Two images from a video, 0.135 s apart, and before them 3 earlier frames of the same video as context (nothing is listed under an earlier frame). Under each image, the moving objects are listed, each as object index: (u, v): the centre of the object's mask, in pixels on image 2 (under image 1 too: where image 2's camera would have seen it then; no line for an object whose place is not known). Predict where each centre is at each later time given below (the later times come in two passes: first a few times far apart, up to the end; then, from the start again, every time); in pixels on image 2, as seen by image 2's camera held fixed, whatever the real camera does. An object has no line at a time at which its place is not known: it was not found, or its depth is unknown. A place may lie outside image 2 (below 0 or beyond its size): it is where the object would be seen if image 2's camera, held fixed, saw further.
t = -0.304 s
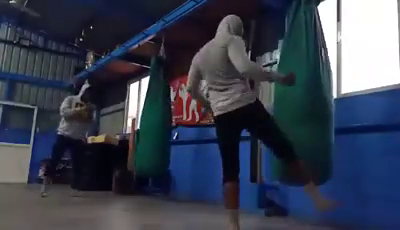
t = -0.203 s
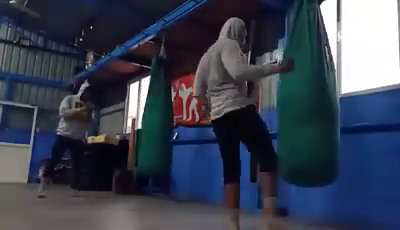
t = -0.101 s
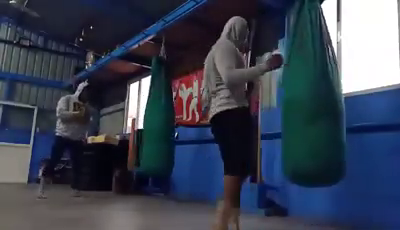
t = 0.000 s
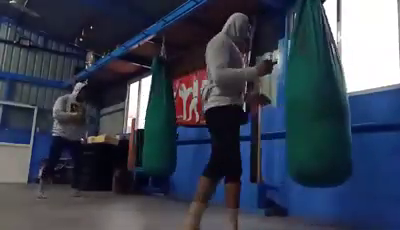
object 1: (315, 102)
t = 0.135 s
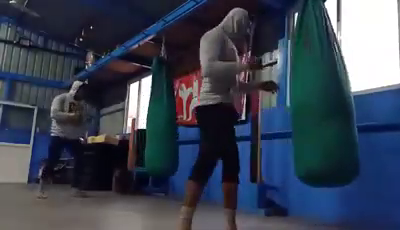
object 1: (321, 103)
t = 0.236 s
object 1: (324, 103)
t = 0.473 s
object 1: (326, 103)
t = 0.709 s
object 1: (322, 102)
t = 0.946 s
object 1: (313, 102)
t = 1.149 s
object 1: (304, 102)
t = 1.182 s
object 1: (303, 101)
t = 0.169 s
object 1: (322, 103)
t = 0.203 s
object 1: (323, 103)
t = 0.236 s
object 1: (324, 103)
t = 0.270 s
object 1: (325, 103)
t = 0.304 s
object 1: (325, 103)
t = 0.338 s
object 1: (326, 103)
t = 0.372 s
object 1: (326, 103)
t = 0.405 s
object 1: (326, 103)
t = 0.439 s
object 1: (326, 103)
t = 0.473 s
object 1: (326, 103)
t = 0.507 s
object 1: (326, 103)
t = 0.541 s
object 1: (326, 103)
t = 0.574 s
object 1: (325, 103)
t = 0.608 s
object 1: (325, 103)
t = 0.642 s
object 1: (324, 102)
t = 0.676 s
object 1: (323, 102)
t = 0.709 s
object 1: (322, 102)
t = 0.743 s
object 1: (321, 102)
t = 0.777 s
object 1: (320, 103)
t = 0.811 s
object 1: (318, 103)
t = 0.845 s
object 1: (317, 103)
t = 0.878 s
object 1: (316, 103)
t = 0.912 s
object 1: (314, 102)
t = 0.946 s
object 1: (313, 102)
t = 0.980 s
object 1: (312, 102)
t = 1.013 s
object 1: (310, 102)
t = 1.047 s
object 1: (308, 102)
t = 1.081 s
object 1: (307, 102)
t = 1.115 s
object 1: (306, 102)
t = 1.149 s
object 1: (304, 102)
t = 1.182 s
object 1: (303, 101)
